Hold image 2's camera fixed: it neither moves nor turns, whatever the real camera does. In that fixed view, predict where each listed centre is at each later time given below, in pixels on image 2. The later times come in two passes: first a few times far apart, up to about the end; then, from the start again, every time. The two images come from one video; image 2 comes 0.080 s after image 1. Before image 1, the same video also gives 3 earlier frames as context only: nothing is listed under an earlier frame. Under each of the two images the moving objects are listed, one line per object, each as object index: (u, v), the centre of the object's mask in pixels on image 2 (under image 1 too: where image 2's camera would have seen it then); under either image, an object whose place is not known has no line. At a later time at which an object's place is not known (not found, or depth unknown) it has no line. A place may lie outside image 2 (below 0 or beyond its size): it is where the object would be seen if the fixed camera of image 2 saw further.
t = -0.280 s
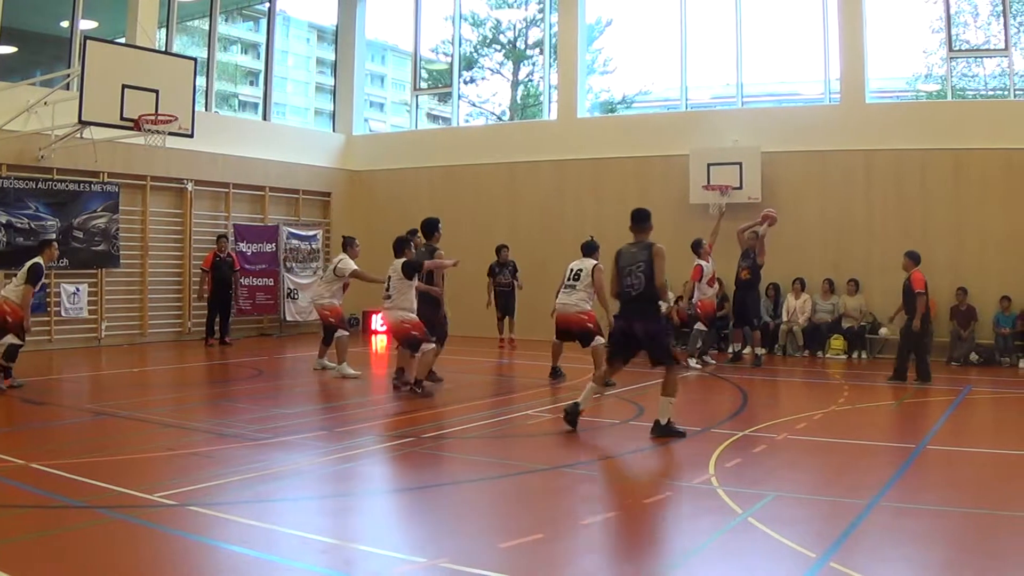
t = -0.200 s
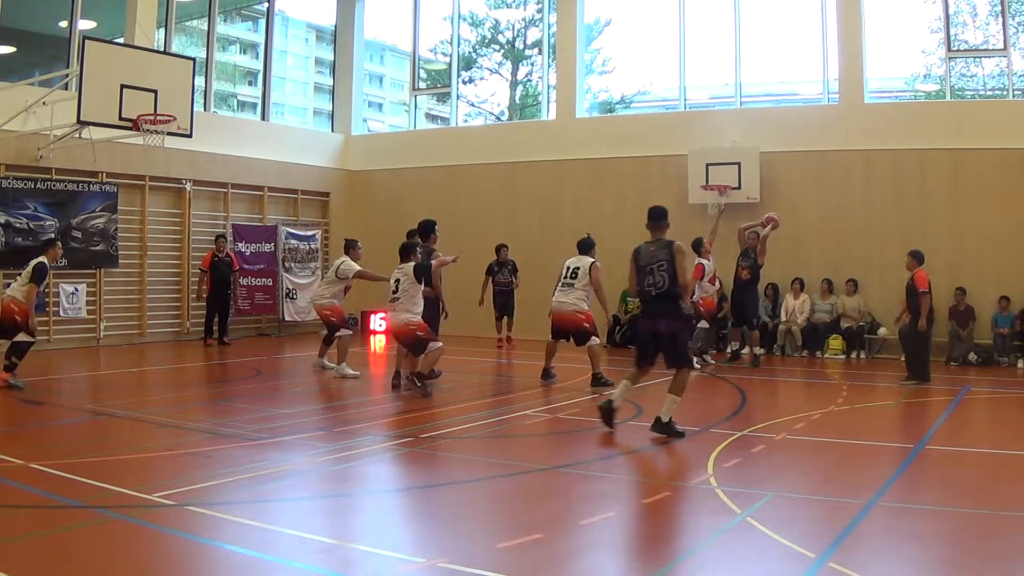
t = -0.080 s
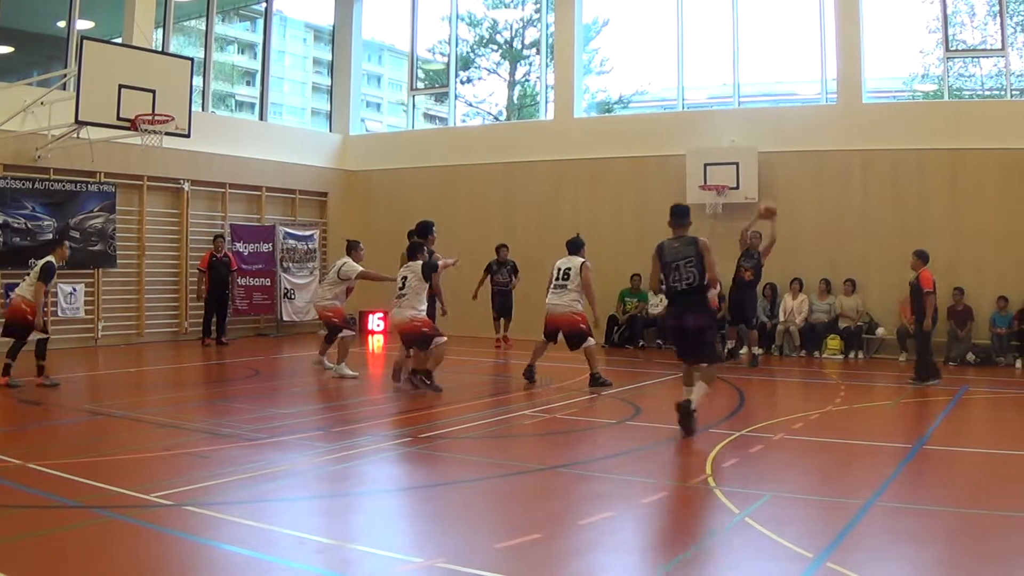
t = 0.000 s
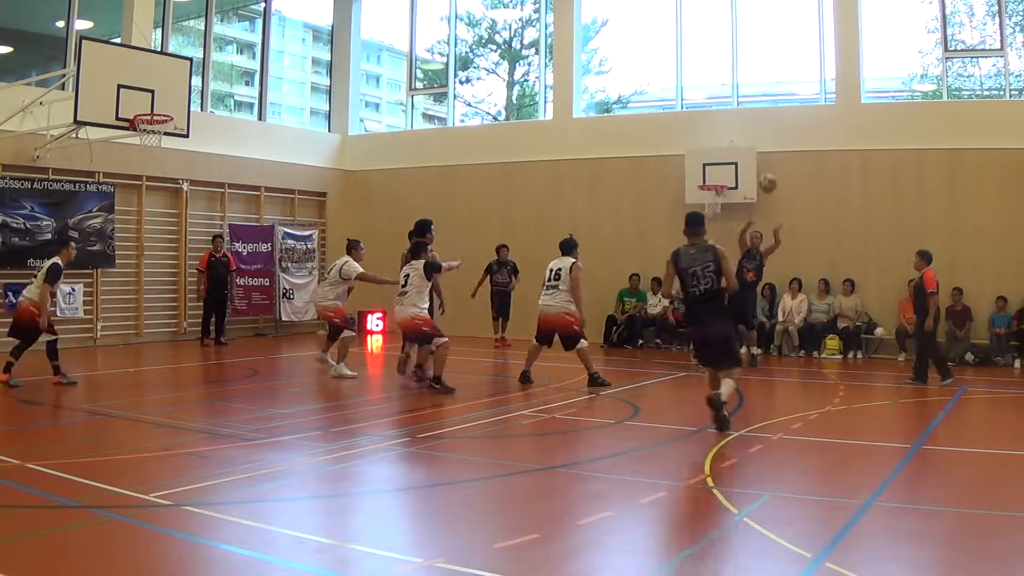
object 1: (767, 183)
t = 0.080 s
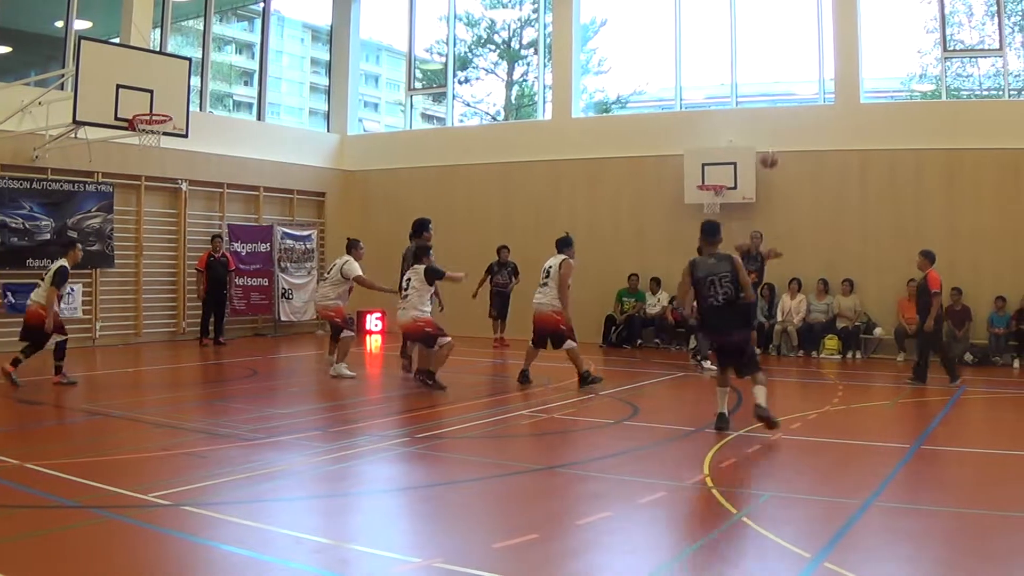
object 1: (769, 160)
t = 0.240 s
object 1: (774, 121)
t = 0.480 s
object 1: (788, 97)
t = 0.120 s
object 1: (769, 149)
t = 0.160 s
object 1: (771, 138)
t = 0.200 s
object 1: (772, 130)
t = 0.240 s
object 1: (774, 121)
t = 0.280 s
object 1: (776, 114)
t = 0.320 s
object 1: (777, 108)
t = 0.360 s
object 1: (780, 103)
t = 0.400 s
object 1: (782, 100)
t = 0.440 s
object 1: (785, 97)
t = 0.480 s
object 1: (788, 97)
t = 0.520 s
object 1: (791, 97)
